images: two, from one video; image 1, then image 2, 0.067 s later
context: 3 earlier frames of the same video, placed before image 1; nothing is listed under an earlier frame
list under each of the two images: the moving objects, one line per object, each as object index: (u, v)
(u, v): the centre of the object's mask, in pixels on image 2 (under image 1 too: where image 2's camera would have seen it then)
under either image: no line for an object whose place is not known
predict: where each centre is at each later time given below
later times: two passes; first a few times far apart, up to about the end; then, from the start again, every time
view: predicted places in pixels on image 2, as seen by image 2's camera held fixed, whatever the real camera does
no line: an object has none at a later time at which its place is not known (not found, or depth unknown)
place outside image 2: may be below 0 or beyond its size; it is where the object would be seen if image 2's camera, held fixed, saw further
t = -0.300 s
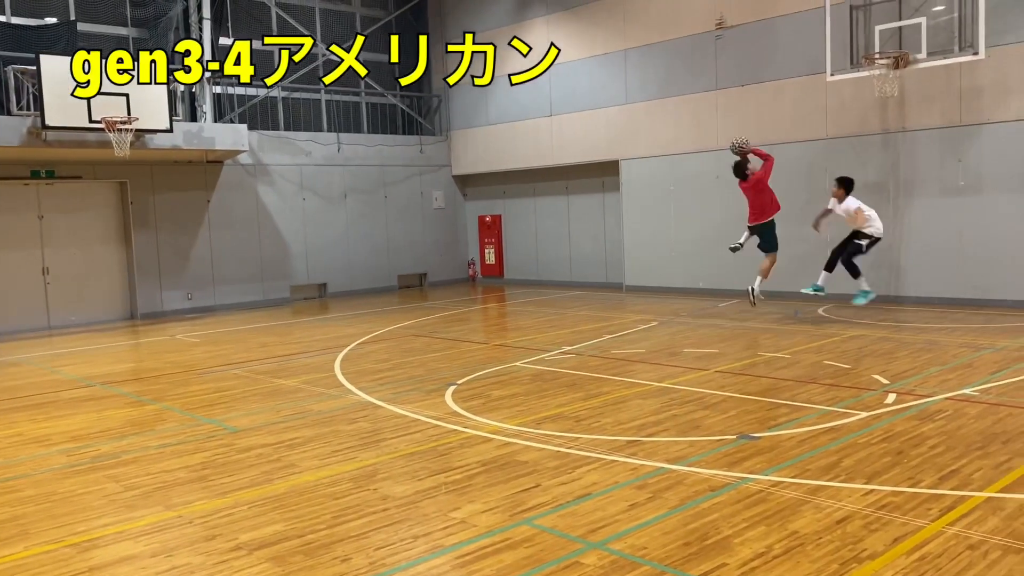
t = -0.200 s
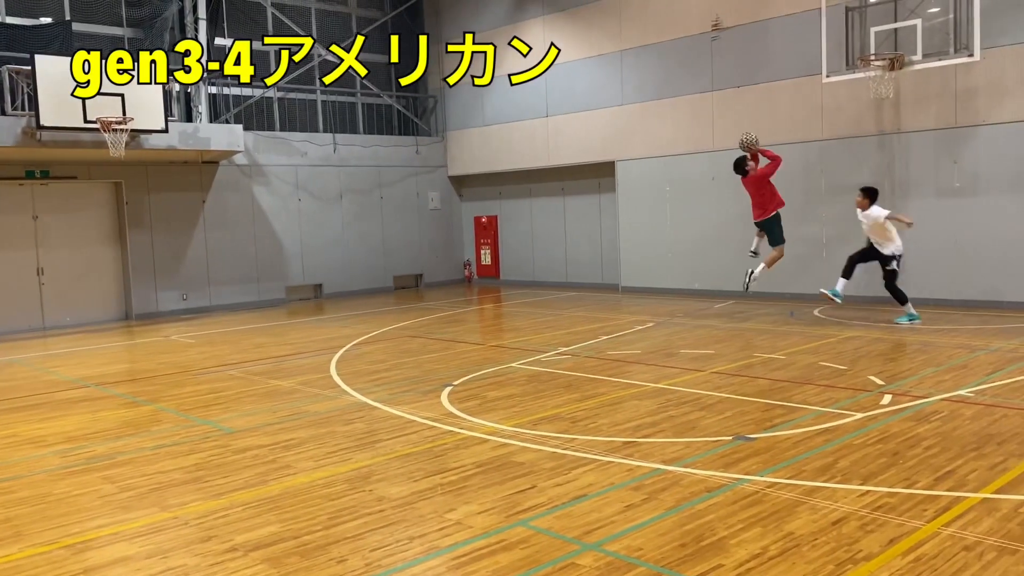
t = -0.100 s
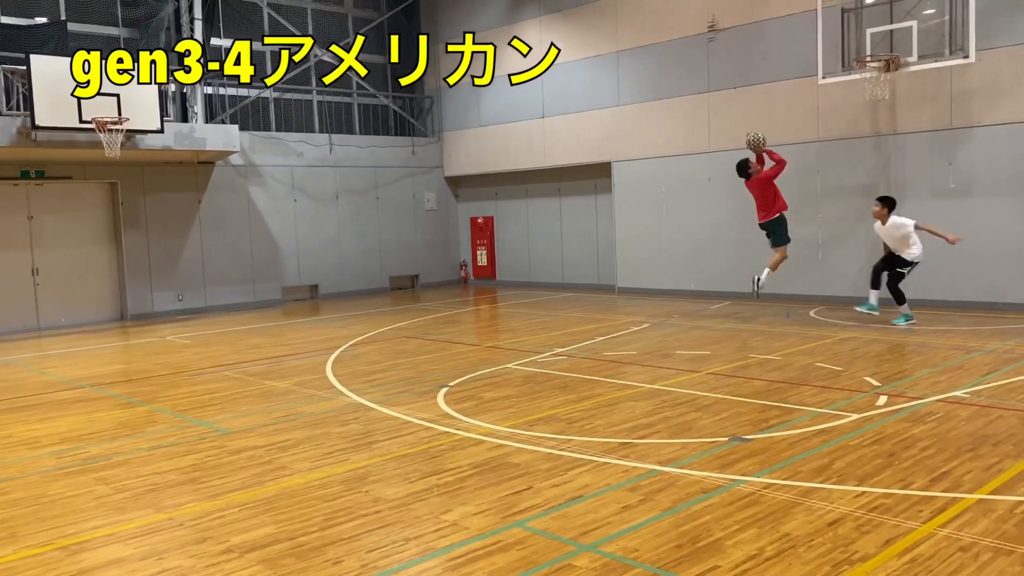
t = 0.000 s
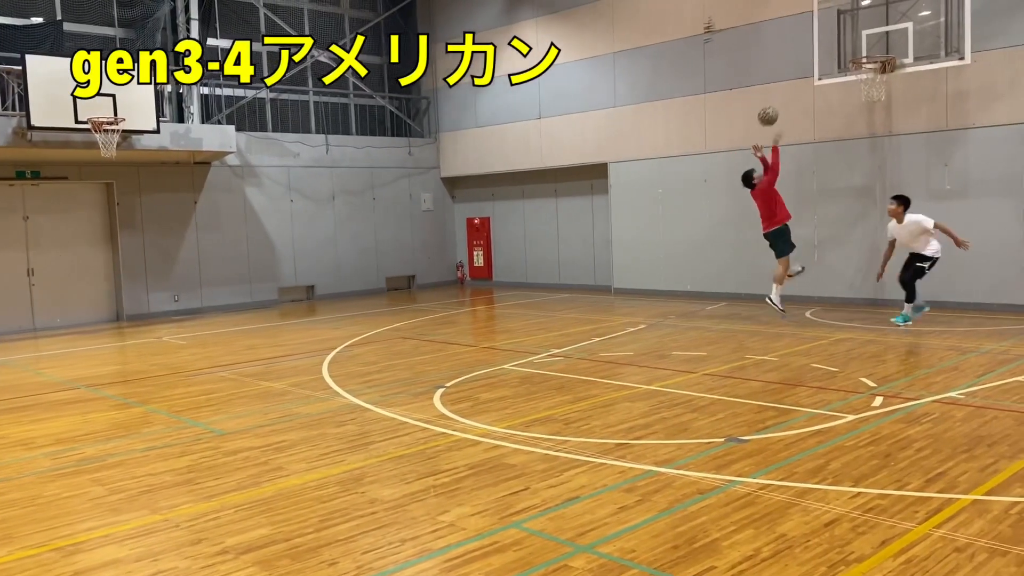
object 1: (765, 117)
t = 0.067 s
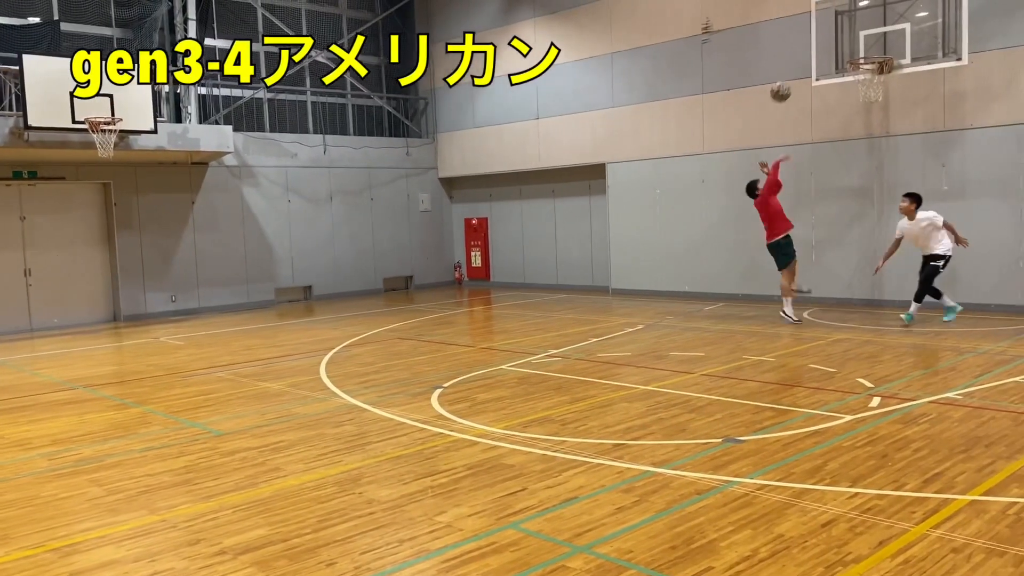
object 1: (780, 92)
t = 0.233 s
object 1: (818, 46)
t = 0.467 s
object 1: (856, 26)
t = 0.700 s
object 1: (867, 58)
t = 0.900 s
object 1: (873, 80)
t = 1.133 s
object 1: (868, 97)
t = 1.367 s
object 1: (864, 153)
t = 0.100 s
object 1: (788, 81)
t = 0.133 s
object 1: (795, 71)
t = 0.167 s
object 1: (803, 61)
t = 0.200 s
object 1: (810, 54)
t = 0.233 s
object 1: (818, 46)
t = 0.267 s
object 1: (826, 39)
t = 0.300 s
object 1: (833, 34)
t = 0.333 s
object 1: (841, 29)
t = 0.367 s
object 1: (849, 25)
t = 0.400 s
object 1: (852, 24)
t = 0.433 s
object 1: (854, 25)
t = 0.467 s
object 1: (856, 26)
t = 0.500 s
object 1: (857, 28)
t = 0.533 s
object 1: (859, 31)
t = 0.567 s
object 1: (861, 36)
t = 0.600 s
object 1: (861, 42)
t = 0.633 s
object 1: (864, 47)
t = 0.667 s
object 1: (865, 55)
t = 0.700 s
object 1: (867, 58)
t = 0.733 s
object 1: (869, 63)
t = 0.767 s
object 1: (871, 68)
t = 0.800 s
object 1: (872, 74)
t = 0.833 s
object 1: (872, 78)
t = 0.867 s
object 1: (874, 78)
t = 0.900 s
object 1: (873, 80)
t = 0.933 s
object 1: (873, 80)
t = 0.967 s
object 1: (872, 81)
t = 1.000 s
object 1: (871, 83)
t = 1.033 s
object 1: (870, 86)
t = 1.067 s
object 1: (870, 89)
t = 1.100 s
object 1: (869, 93)
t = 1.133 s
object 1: (868, 97)
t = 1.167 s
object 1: (867, 102)
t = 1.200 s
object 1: (867, 108)
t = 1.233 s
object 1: (867, 114)
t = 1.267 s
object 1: (866, 123)
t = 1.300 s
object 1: (866, 132)
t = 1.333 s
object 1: (865, 142)
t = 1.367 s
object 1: (864, 153)
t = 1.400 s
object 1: (864, 164)
